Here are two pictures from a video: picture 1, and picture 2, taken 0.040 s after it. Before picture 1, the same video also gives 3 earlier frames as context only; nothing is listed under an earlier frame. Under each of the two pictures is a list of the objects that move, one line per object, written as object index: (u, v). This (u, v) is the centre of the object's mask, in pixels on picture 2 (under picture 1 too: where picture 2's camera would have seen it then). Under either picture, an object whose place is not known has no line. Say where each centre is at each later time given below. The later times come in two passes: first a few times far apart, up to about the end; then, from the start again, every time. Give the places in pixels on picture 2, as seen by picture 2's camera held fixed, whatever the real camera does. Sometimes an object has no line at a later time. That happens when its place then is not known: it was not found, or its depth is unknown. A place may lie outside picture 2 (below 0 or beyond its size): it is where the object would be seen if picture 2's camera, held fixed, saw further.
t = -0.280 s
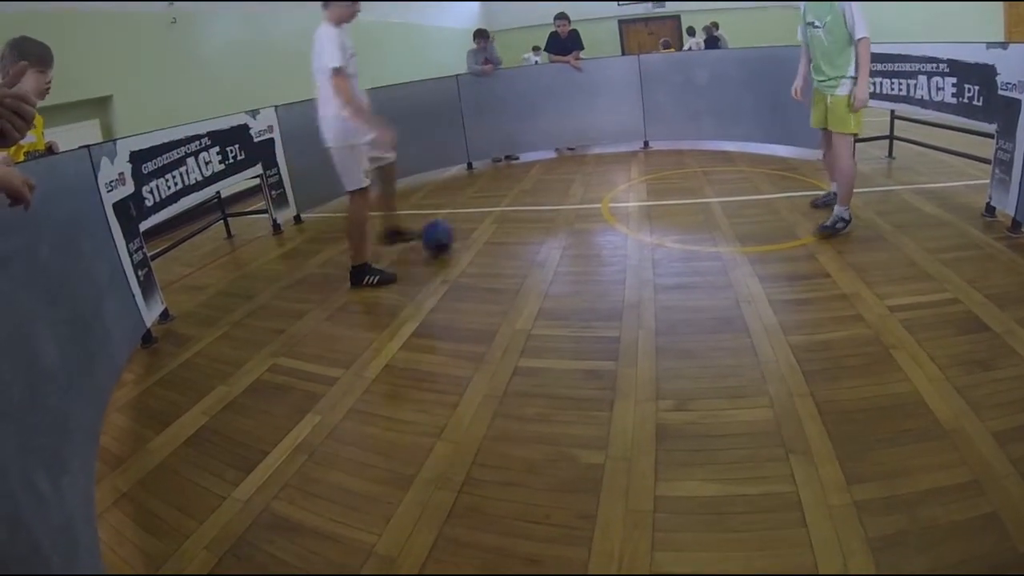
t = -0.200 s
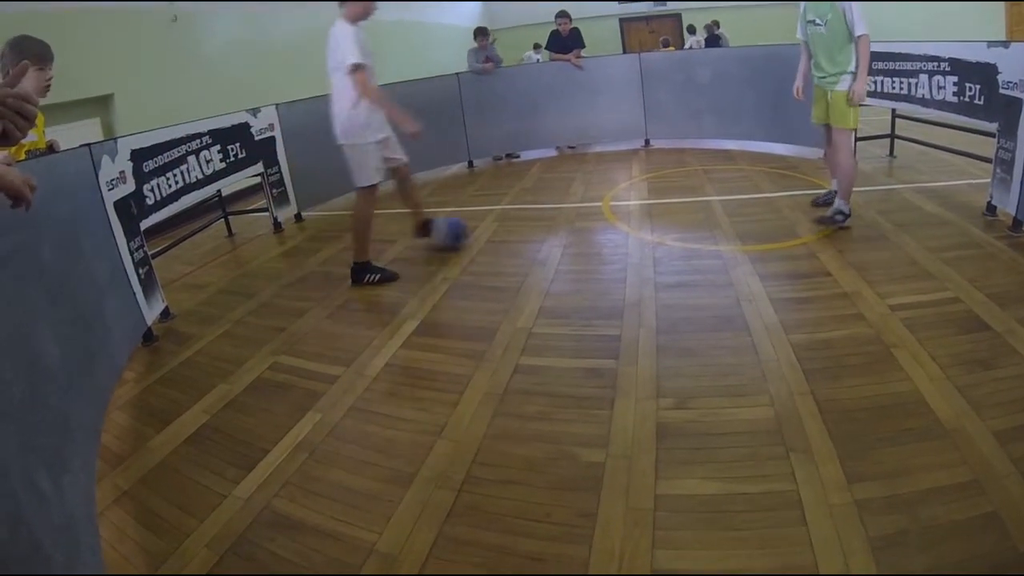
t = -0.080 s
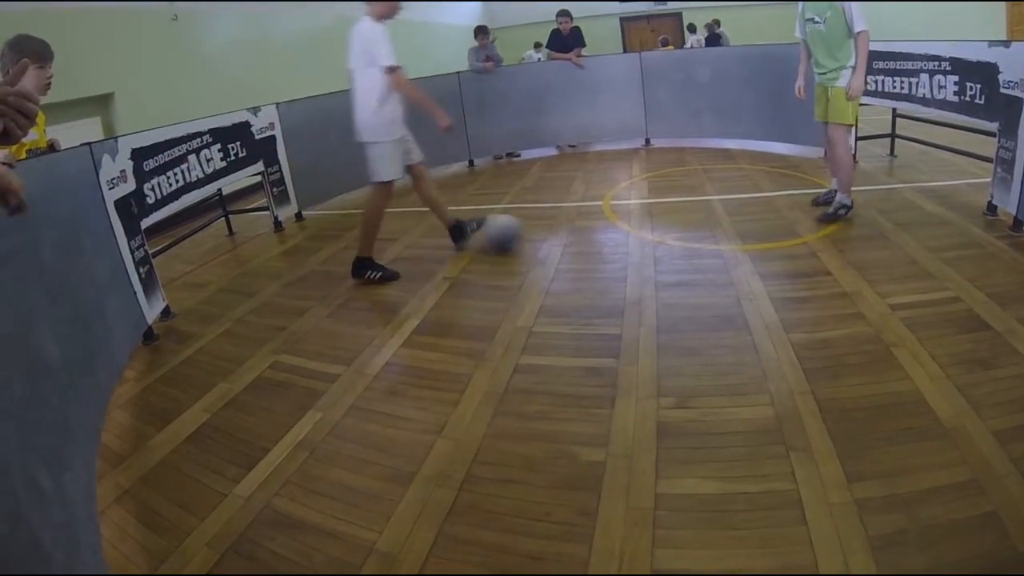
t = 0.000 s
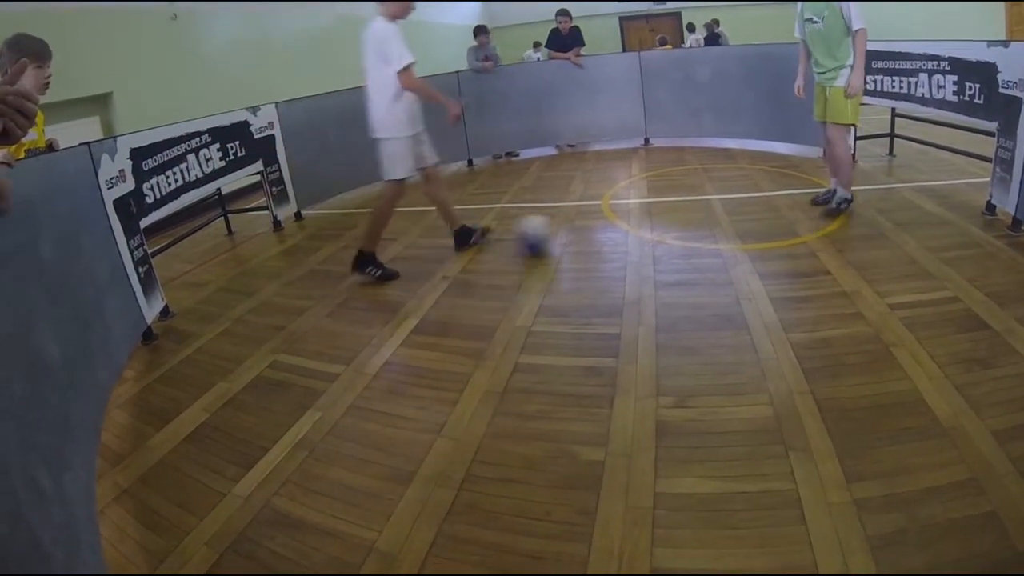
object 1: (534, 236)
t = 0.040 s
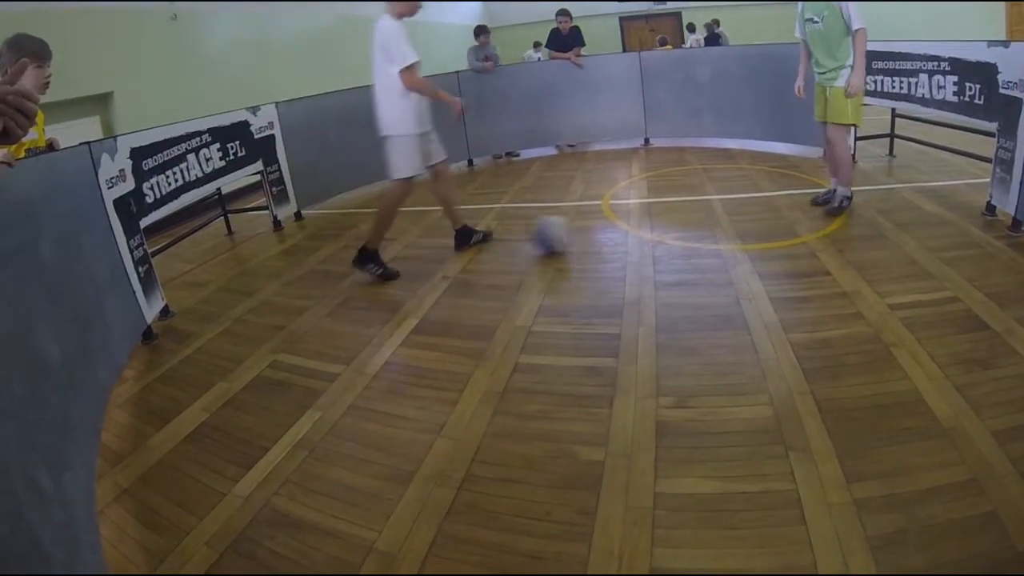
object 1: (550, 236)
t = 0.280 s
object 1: (647, 237)
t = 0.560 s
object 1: (761, 236)
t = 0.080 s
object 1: (568, 235)
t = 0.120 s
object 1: (583, 237)
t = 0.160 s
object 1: (597, 237)
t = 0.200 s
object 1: (616, 238)
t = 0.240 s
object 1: (631, 239)
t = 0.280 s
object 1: (647, 237)
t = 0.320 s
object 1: (663, 239)
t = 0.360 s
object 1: (680, 238)
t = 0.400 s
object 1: (696, 237)
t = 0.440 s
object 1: (713, 236)
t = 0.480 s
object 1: (731, 236)
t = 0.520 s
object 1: (747, 236)
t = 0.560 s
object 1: (761, 236)
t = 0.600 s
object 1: (777, 235)
